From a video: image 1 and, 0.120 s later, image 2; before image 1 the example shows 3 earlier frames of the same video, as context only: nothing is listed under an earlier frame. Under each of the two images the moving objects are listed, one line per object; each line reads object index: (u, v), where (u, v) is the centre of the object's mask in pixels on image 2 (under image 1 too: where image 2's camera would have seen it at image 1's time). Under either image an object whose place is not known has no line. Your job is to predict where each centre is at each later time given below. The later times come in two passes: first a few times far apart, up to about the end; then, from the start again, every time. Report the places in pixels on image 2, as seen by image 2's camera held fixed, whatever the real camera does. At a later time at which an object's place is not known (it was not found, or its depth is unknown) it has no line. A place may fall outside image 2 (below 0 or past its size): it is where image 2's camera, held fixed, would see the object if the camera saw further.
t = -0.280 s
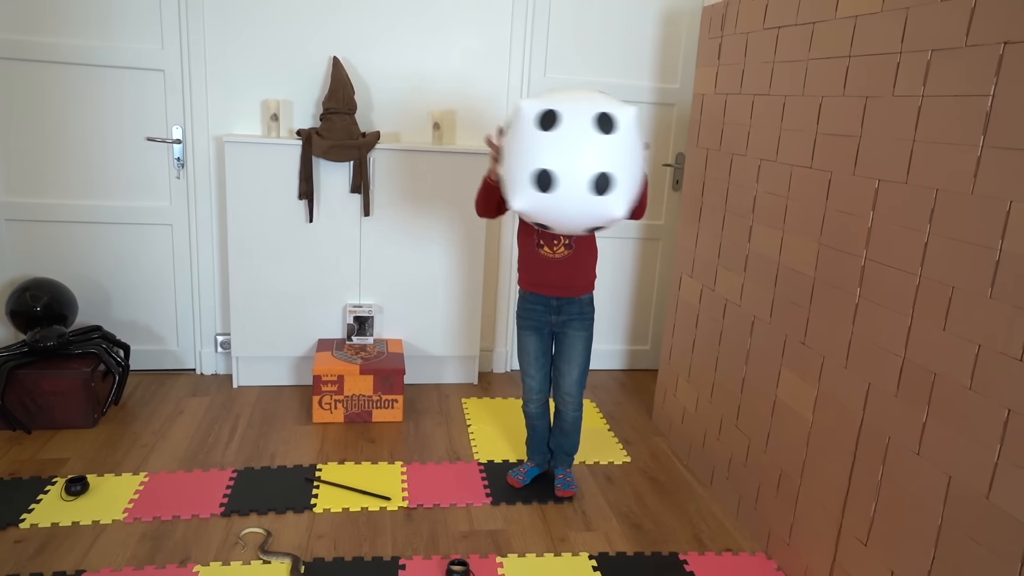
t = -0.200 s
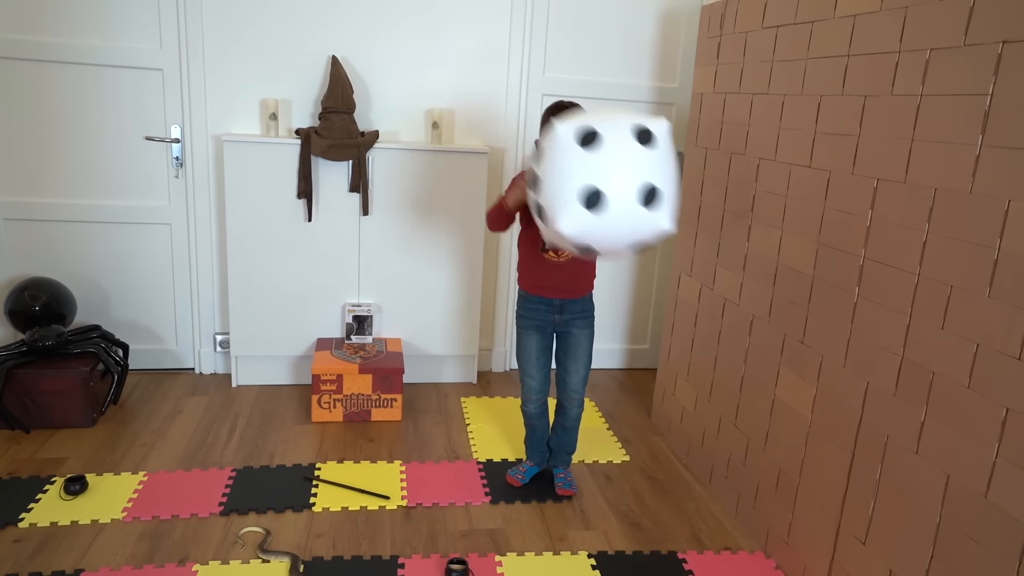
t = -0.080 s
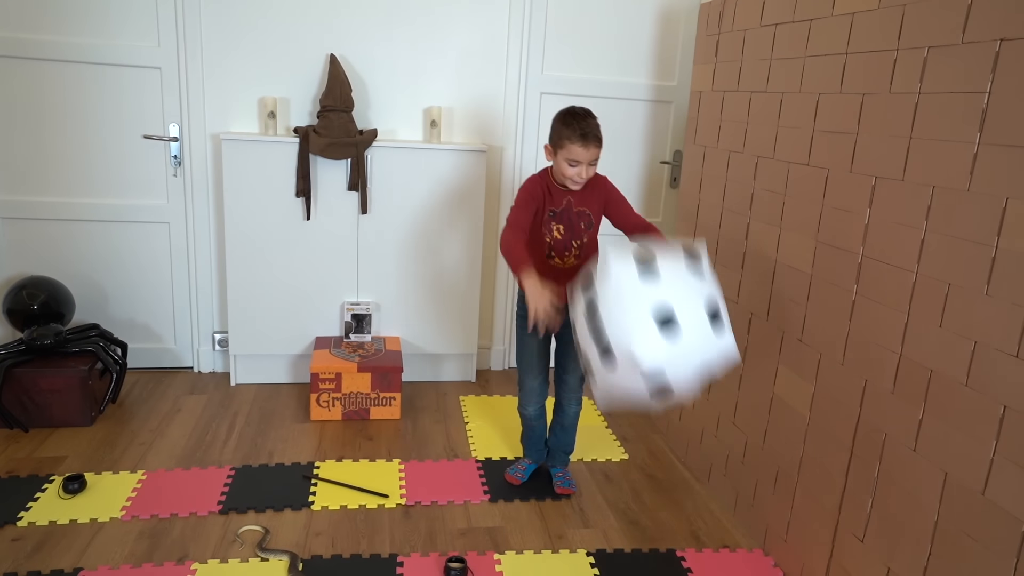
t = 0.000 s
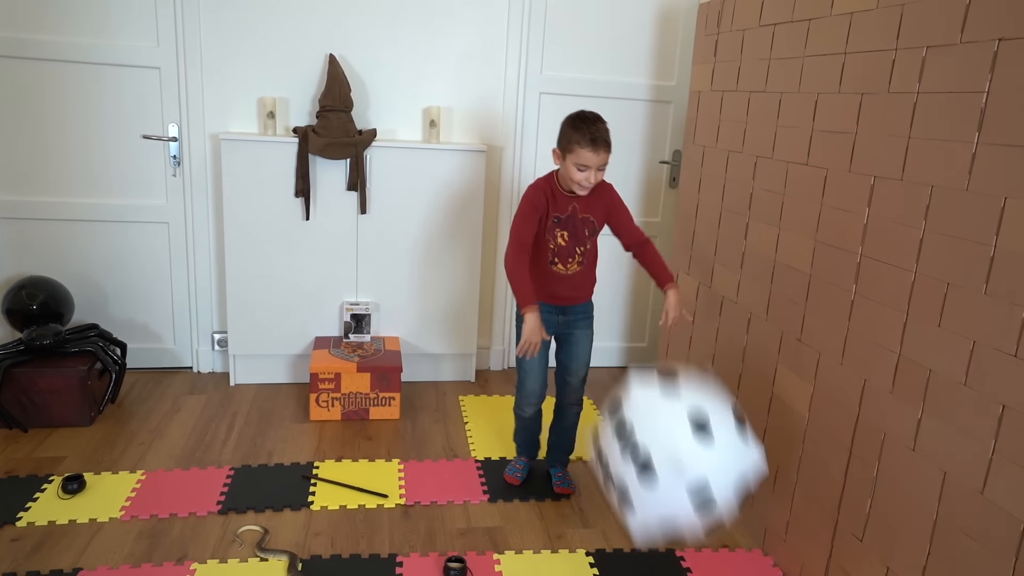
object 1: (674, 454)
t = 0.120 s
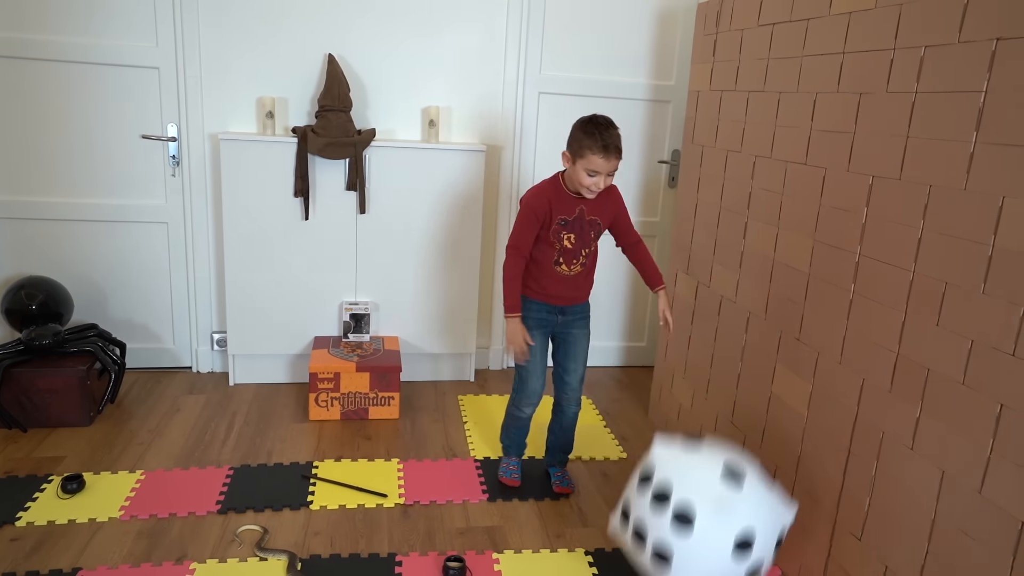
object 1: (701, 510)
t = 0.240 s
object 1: (728, 412)
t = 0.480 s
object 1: (765, 273)
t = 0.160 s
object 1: (711, 482)
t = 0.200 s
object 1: (720, 446)
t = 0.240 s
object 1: (728, 412)
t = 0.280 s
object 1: (736, 380)
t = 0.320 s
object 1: (743, 351)
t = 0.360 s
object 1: (749, 325)
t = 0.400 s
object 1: (755, 304)
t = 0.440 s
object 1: (760, 286)
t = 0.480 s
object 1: (765, 273)
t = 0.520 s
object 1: (768, 264)
